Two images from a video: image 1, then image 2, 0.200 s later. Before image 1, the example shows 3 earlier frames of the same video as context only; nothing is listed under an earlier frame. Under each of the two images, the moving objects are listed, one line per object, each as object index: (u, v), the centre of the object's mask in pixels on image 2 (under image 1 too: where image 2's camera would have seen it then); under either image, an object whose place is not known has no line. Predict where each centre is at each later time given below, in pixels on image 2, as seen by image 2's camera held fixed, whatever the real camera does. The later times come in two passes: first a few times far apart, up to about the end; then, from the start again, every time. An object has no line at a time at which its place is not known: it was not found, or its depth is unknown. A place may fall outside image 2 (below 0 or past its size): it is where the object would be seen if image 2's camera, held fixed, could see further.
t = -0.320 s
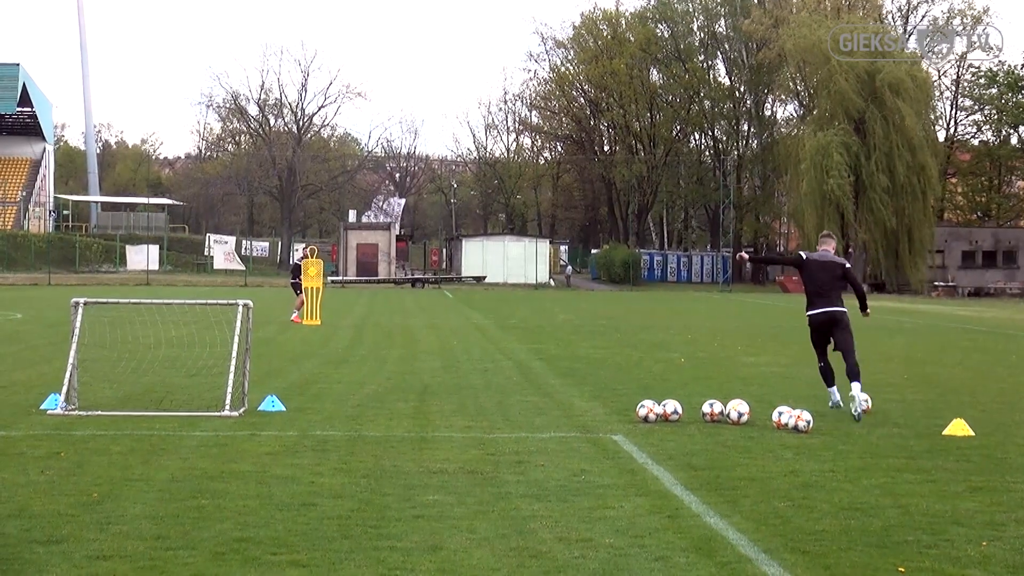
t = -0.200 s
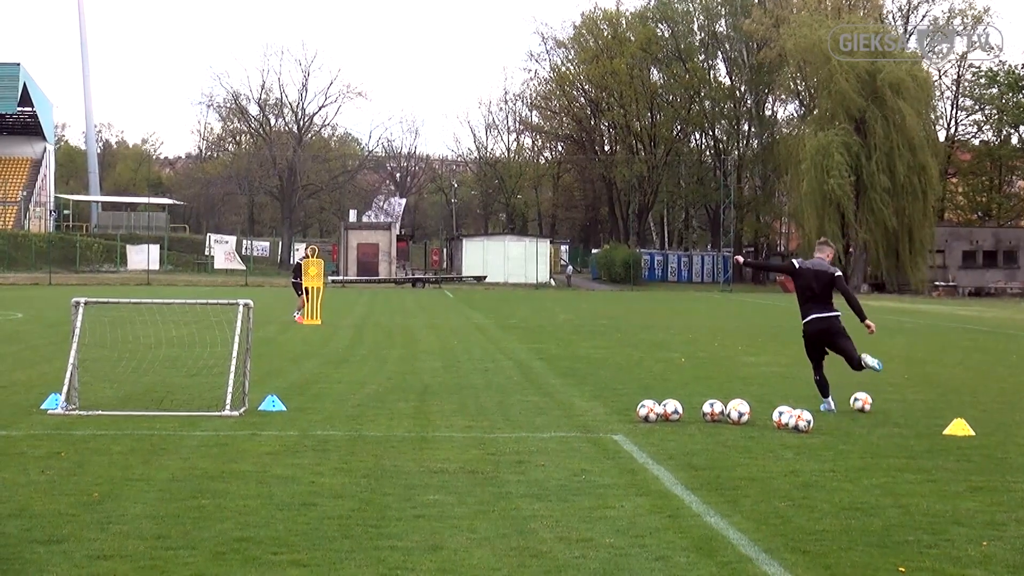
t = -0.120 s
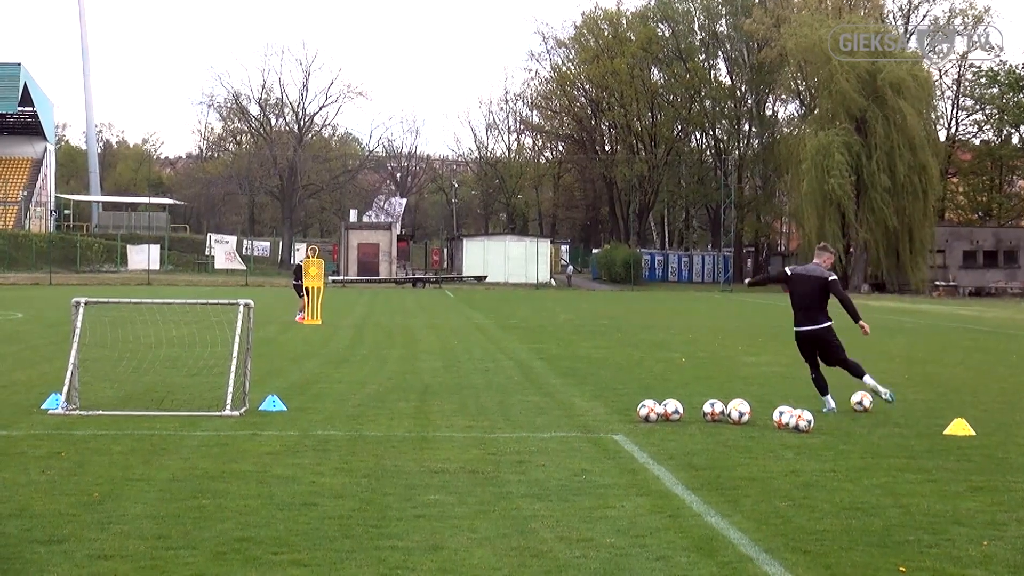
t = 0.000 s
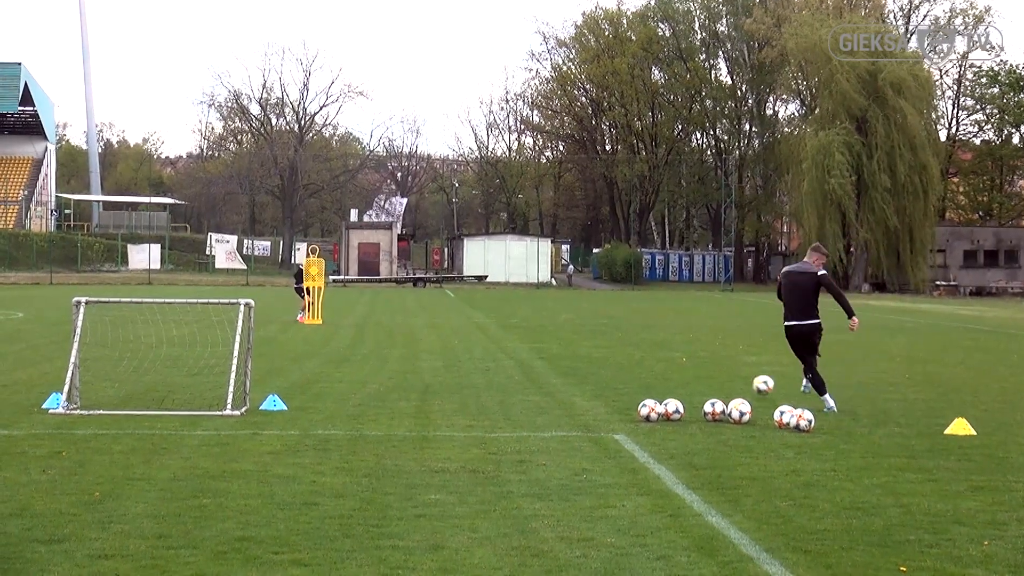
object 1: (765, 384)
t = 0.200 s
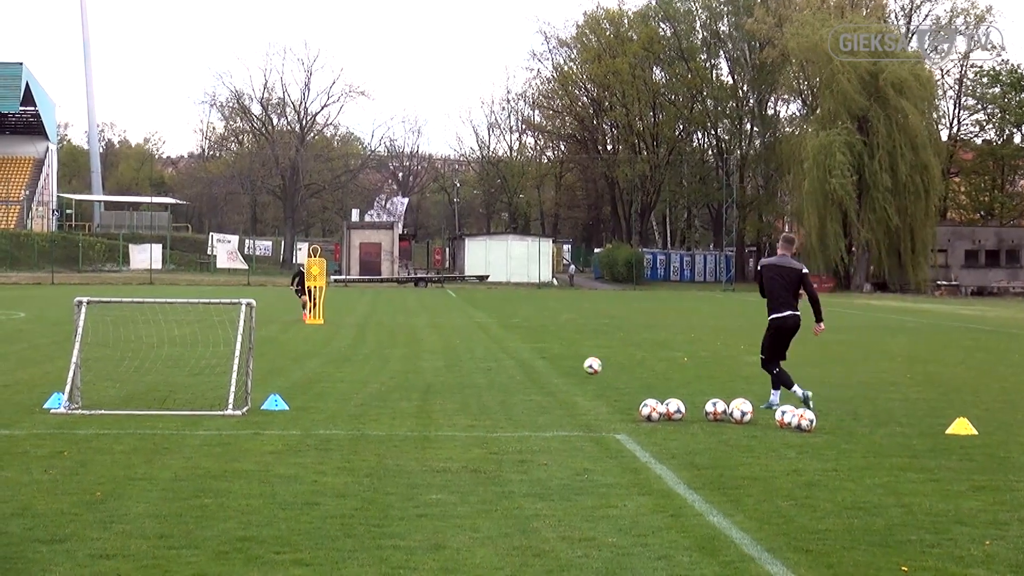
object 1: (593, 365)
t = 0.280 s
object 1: (541, 357)
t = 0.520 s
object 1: (419, 347)
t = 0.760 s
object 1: (333, 340)
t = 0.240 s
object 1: (566, 360)
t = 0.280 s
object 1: (541, 357)
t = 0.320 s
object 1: (517, 355)
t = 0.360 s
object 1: (494, 356)
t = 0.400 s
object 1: (473, 357)
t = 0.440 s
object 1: (454, 352)
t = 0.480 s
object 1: (437, 349)
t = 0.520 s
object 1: (419, 347)
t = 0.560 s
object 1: (403, 346)
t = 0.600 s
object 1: (387, 347)
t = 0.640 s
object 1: (373, 345)
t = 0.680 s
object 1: (359, 342)
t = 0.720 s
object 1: (346, 340)
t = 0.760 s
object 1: (333, 340)
